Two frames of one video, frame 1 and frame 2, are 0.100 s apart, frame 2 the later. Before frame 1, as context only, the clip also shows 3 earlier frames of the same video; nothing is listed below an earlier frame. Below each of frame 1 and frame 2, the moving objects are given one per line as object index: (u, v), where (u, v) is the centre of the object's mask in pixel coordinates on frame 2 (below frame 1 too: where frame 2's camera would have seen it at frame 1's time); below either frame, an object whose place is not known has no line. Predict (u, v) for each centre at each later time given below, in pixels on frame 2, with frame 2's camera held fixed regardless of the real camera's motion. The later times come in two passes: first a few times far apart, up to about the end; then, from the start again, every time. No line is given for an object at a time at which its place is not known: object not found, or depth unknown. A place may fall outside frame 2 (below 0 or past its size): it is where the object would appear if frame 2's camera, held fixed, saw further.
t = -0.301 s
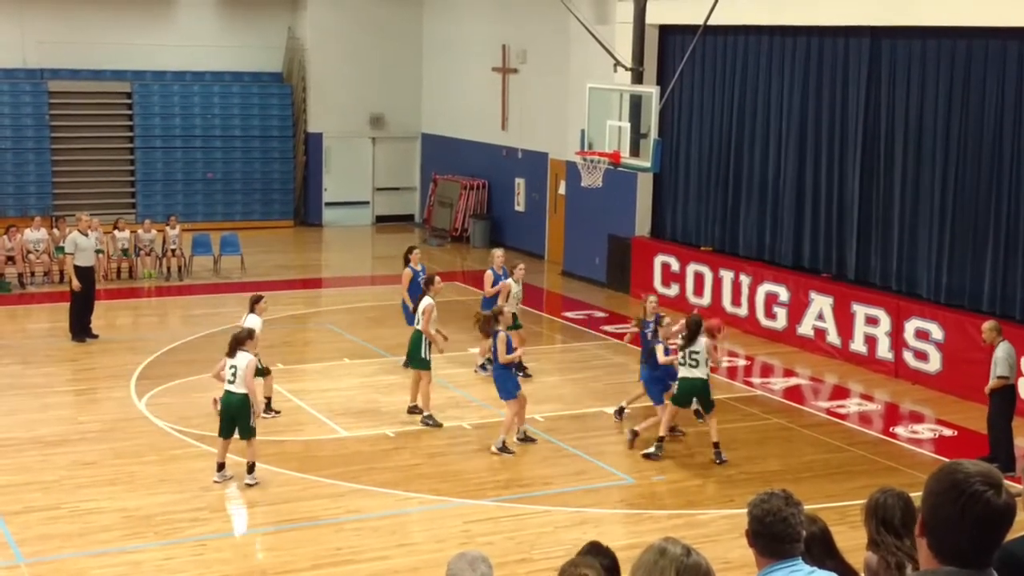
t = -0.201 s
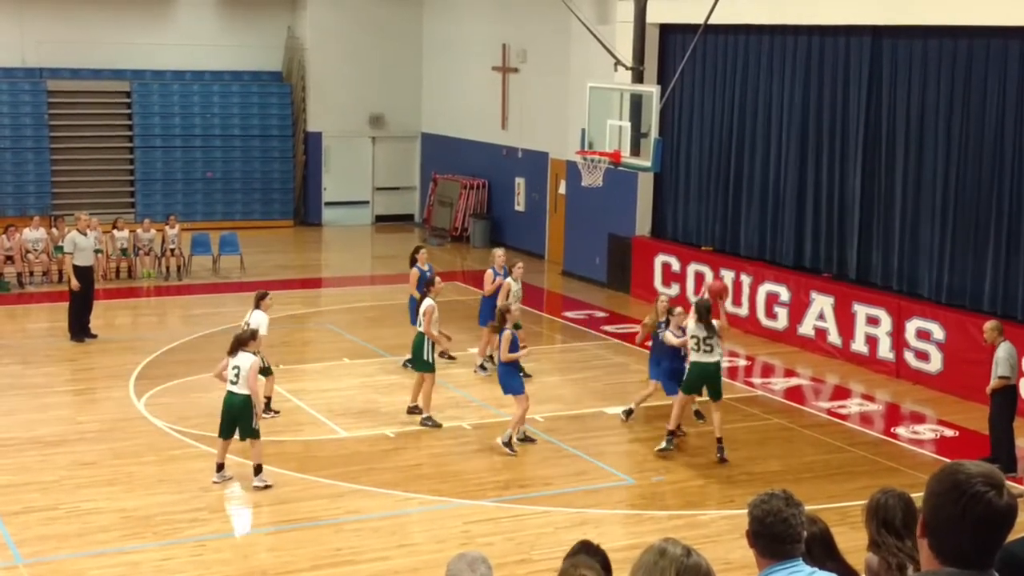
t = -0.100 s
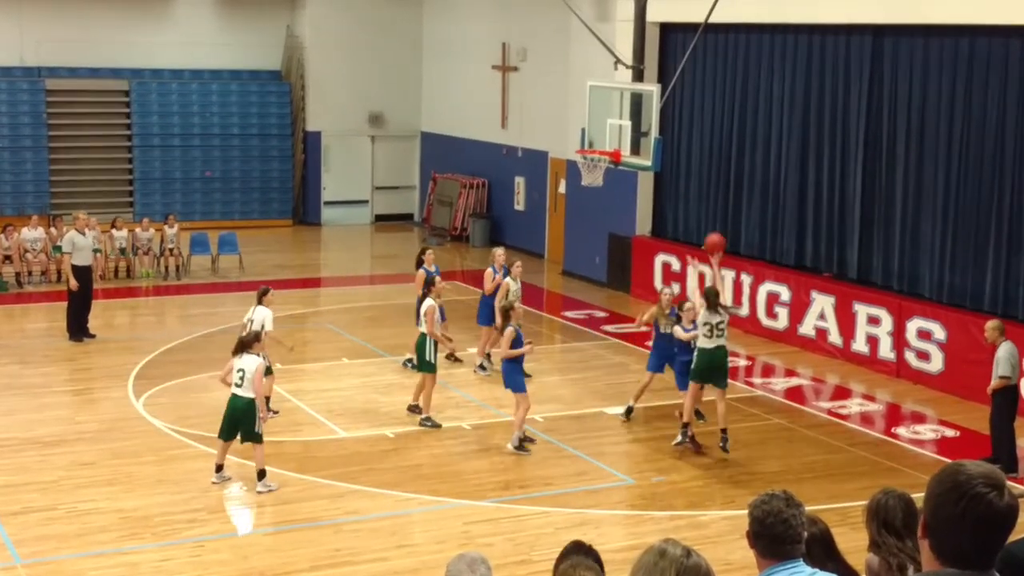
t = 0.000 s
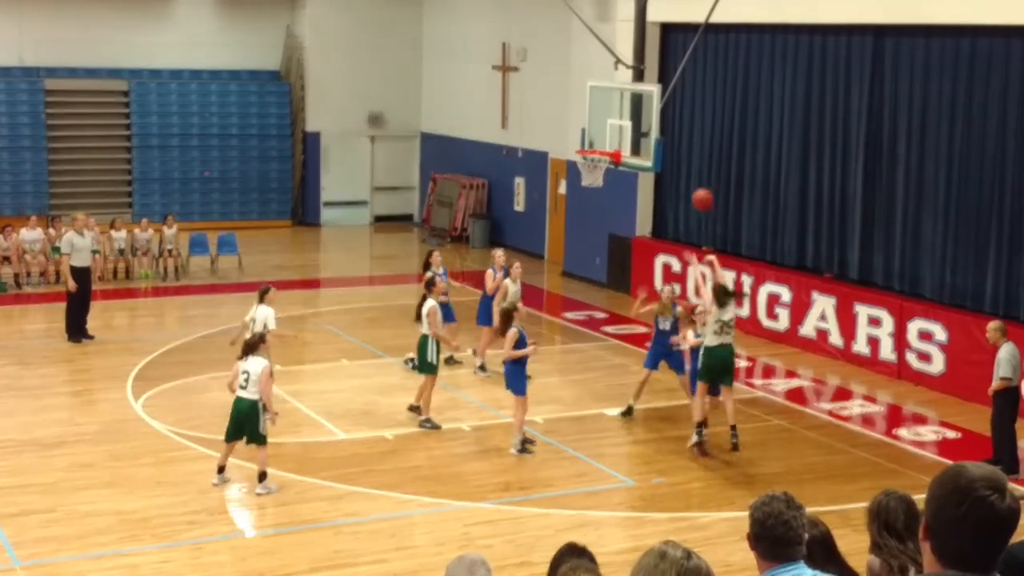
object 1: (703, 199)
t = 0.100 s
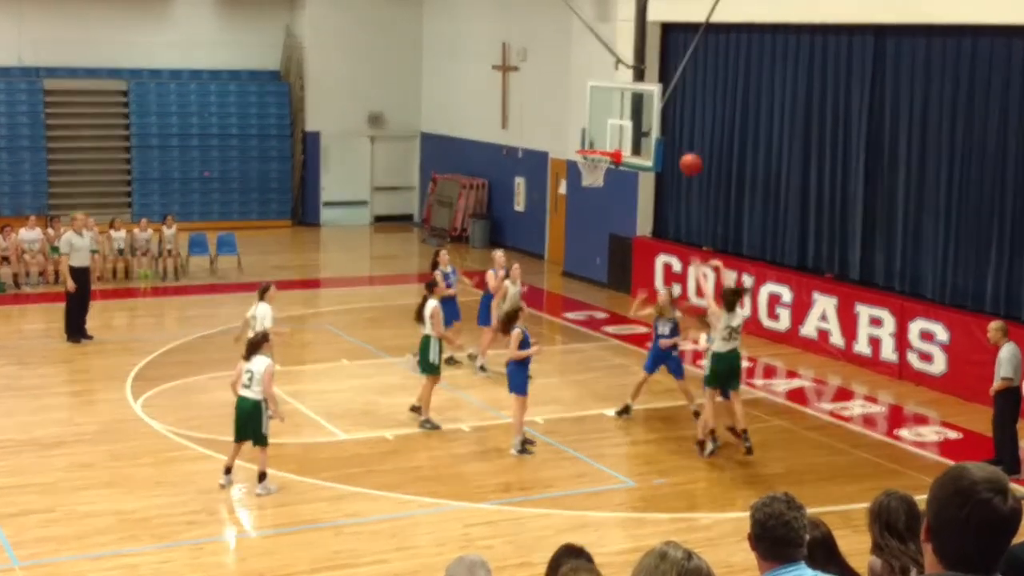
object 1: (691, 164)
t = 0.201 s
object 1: (677, 139)
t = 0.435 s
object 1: (648, 115)
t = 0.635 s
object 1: (624, 129)
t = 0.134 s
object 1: (686, 154)
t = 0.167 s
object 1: (681, 146)
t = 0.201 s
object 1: (677, 139)
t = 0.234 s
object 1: (673, 133)
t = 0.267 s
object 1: (669, 128)
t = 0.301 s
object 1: (665, 123)
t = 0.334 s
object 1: (660, 119)
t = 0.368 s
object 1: (656, 117)
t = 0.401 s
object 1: (653, 116)
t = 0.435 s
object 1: (648, 115)
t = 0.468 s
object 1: (643, 115)
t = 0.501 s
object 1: (640, 116)
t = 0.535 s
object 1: (636, 118)
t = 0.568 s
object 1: (632, 121)
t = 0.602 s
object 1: (628, 125)
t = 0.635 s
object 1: (624, 129)
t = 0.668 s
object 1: (619, 135)
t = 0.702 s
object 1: (616, 141)
